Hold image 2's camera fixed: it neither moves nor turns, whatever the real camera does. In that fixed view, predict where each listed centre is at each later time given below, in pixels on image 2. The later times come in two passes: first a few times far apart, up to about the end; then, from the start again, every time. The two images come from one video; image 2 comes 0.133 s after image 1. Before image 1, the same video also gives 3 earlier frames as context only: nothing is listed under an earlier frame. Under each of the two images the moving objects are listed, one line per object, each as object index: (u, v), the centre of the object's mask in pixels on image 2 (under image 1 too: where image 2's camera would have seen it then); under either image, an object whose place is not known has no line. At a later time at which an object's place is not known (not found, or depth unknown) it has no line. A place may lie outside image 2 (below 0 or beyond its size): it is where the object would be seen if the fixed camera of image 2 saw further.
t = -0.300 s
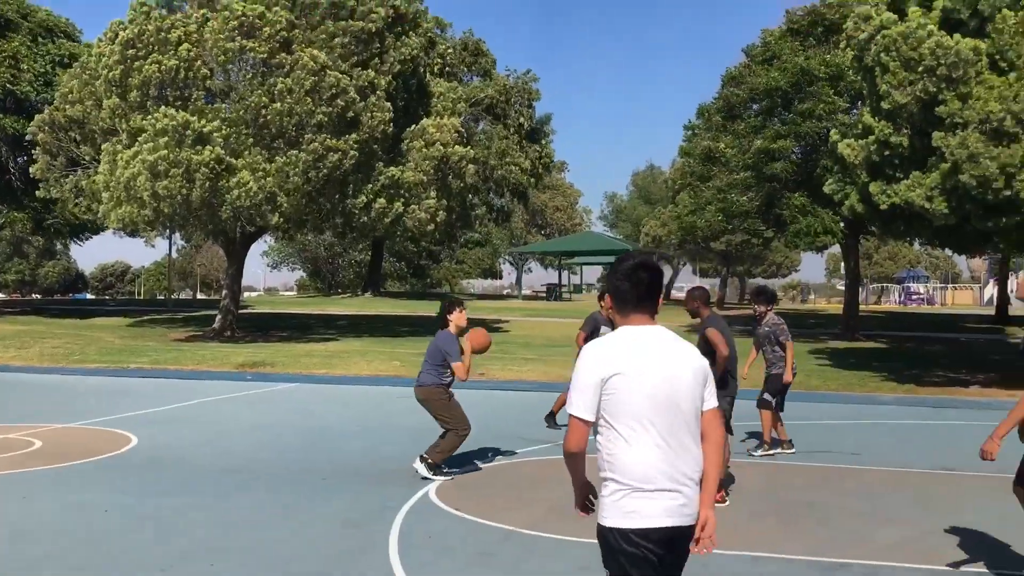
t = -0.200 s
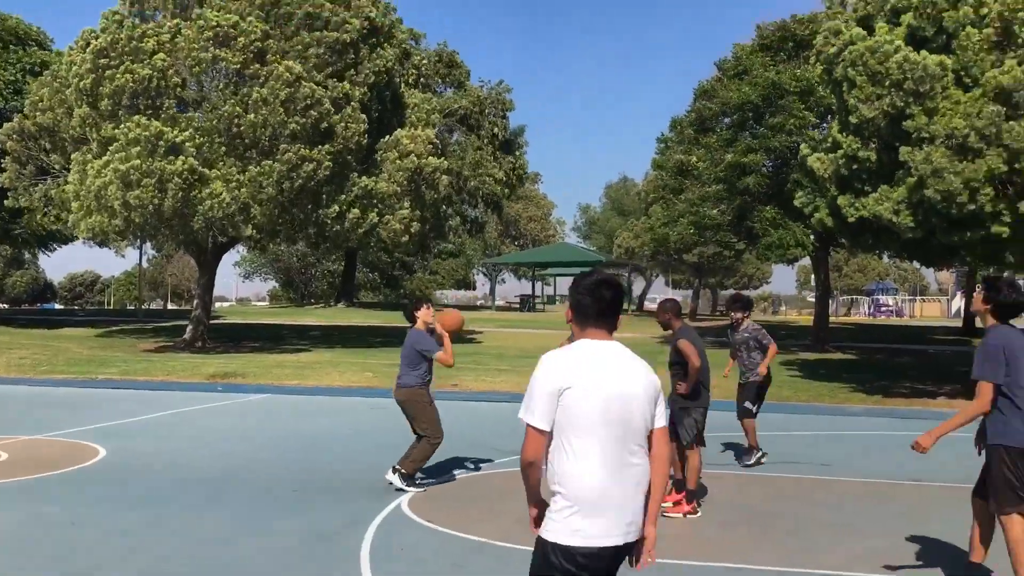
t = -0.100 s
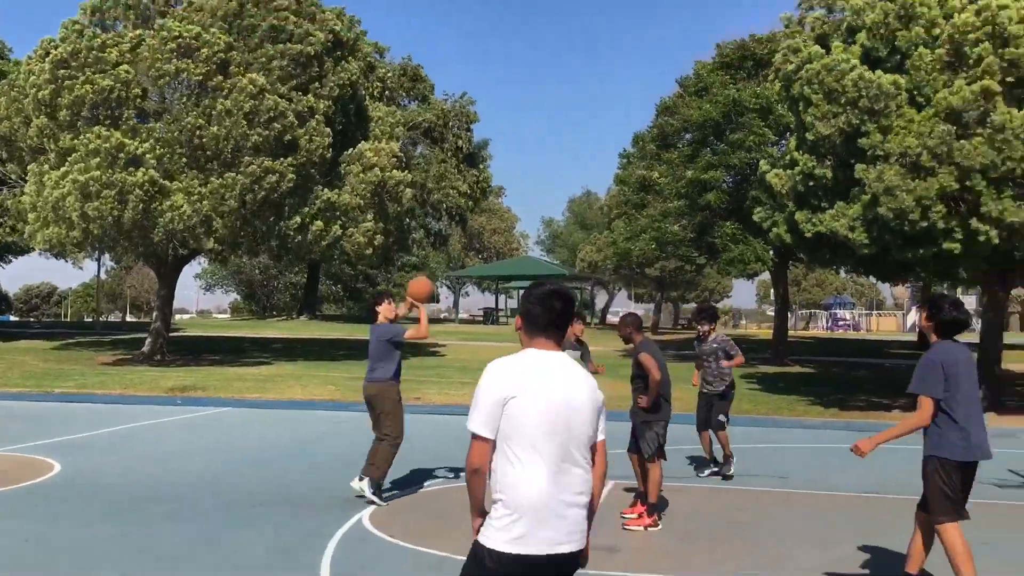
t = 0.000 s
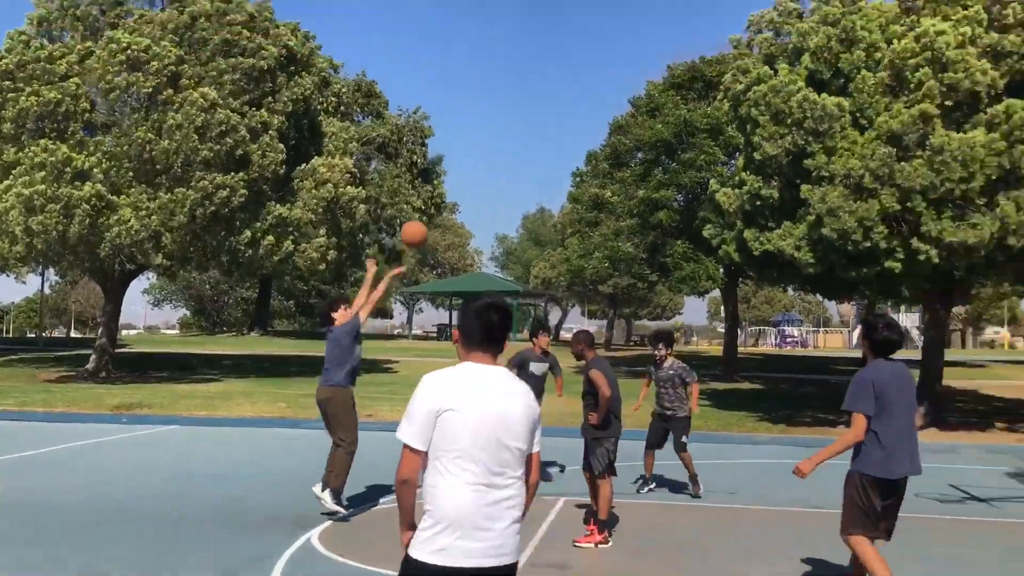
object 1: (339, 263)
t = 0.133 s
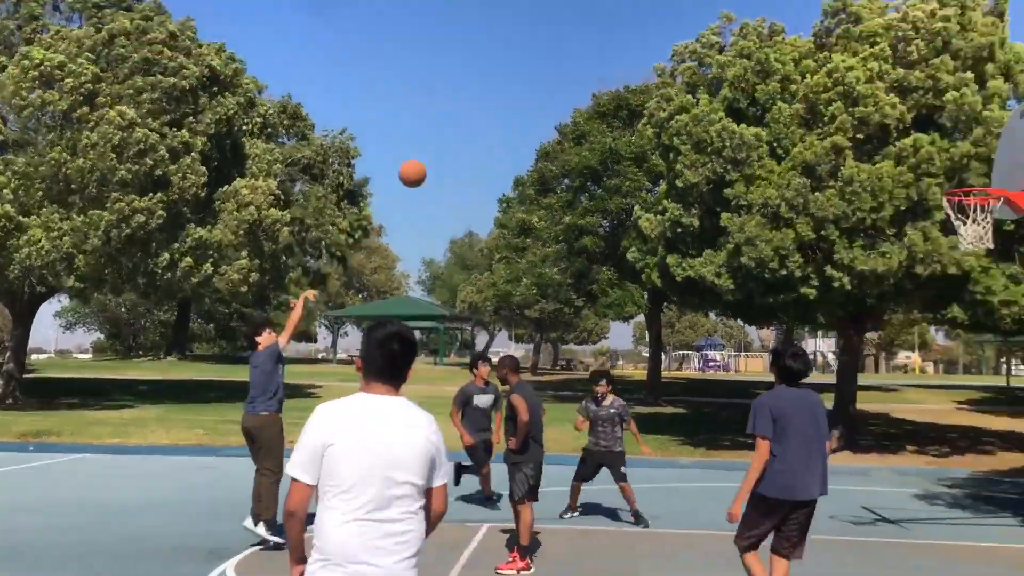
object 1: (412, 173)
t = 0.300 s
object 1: (504, 91)
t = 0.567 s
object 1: (653, 29)
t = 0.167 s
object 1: (430, 154)
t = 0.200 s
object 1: (448, 137)
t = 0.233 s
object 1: (467, 120)
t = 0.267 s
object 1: (485, 105)
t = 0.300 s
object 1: (504, 91)
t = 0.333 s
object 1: (522, 79)
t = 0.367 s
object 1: (540, 68)
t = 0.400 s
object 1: (559, 58)
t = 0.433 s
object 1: (578, 50)
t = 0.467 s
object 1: (596, 43)
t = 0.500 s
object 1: (615, 37)
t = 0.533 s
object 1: (634, 33)
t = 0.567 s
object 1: (653, 29)
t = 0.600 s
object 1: (671, 28)
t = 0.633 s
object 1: (690, 28)
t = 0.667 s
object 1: (709, 29)
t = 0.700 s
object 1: (728, 31)
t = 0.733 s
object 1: (747, 35)
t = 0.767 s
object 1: (765, 40)
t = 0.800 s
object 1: (783, 47)
